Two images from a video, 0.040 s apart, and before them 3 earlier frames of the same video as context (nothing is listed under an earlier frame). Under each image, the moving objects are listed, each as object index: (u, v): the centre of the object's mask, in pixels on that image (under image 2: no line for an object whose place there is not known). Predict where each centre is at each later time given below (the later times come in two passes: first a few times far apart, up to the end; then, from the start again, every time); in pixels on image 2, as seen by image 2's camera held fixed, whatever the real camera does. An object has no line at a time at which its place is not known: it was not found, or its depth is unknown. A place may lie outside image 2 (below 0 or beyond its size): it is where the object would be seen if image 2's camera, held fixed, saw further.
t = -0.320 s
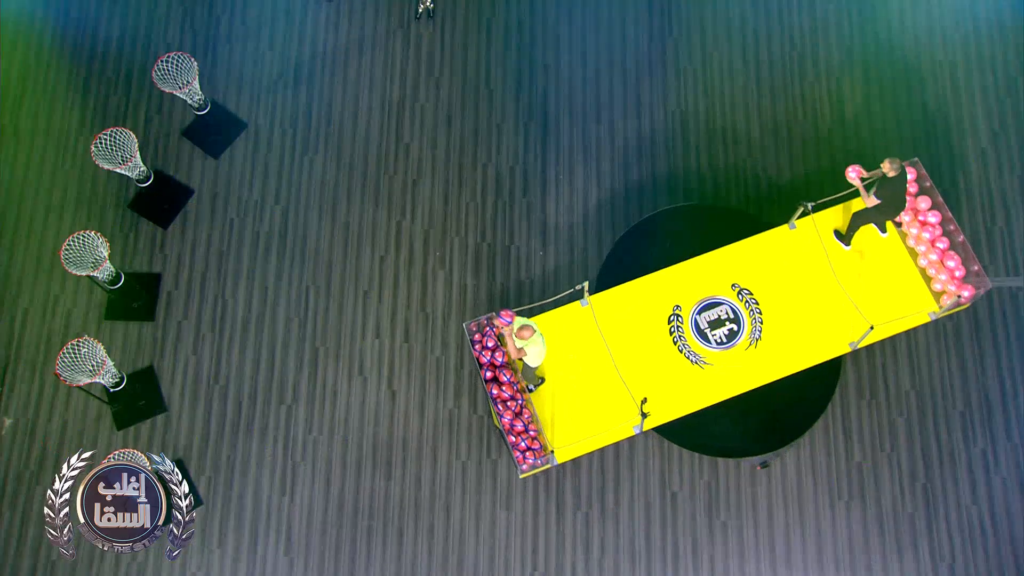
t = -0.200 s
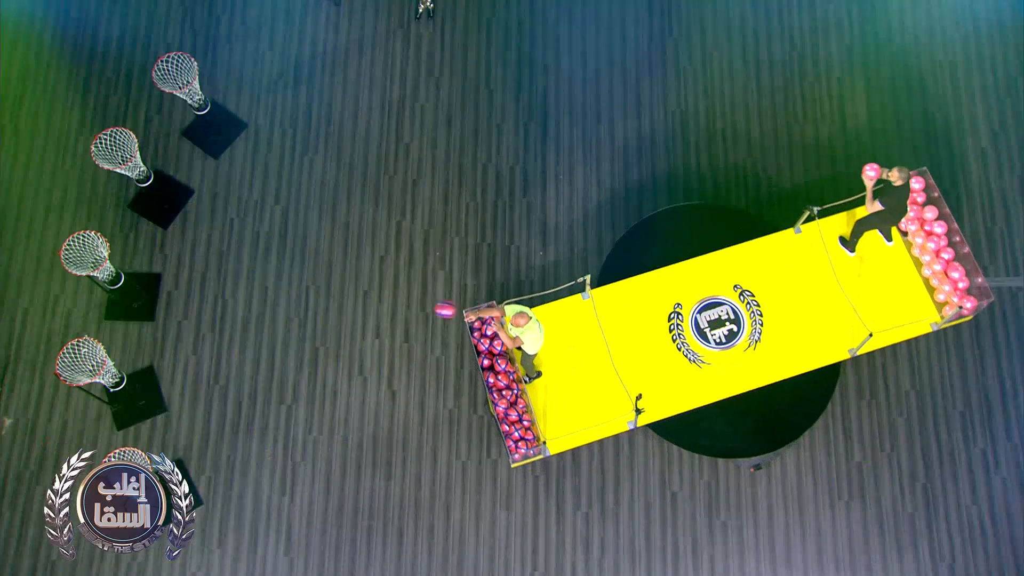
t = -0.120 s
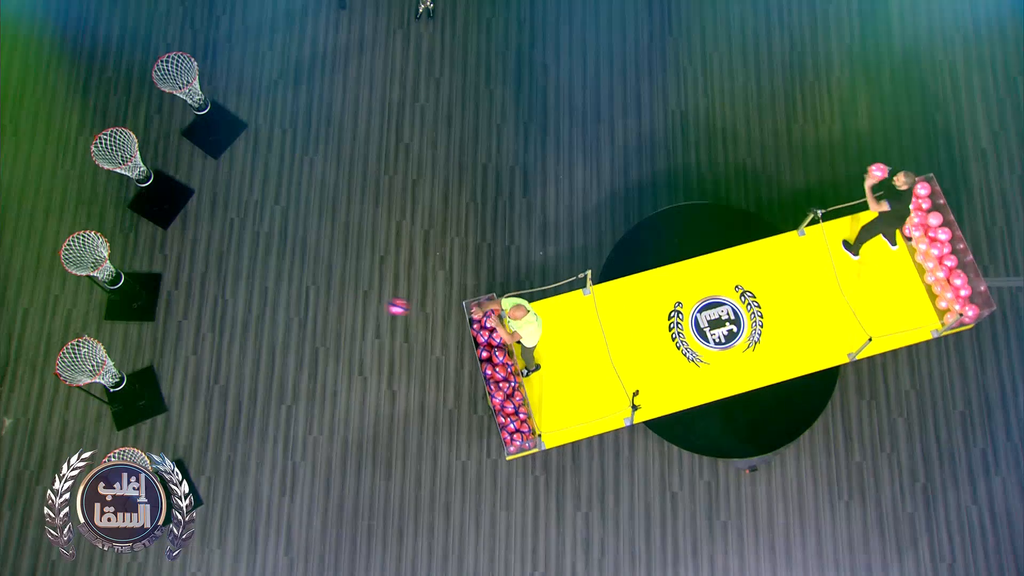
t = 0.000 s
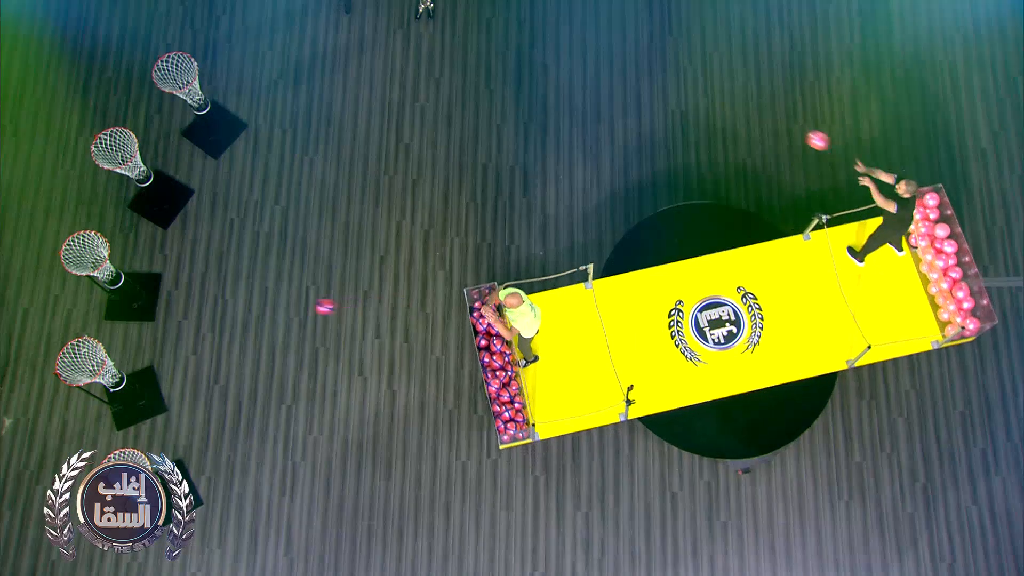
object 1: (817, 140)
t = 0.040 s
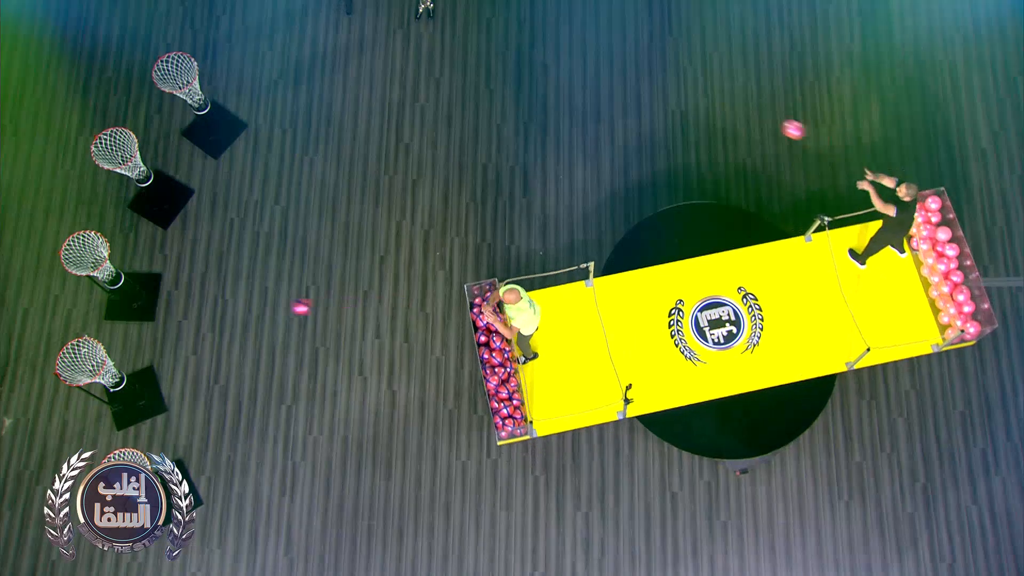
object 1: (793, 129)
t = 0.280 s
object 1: (639, 76)
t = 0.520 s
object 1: (482, 50)
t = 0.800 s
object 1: (325, 58)
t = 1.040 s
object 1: (227, 91)
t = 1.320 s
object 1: (155, 139)
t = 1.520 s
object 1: (75, 89)
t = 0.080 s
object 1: (768, 119)
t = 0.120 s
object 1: (743, 109)
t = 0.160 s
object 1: (718, 100)
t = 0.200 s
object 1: (691, 92)
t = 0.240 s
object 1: (666, 84)
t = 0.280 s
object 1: (639, 76)
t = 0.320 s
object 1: (612, 70)
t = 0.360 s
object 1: (586, 64)
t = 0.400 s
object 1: (559, 60)
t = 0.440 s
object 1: (533, 55)
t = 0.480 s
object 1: (507, 53)
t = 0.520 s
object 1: (482, 50)
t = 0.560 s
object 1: (457, 49)
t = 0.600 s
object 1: (433, 48)
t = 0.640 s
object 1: (410, 49)
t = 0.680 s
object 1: (387, 50)
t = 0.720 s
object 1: (366, 52)
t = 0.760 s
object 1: (345, 54)
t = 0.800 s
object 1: (325, 58)
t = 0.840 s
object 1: (306, 62)
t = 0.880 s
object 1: (288, 67)
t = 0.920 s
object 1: (271, 72)
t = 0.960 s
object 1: (256, 78)
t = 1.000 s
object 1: (240, 84)
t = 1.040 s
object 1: (227, 91)
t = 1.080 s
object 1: (214, 97)
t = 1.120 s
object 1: (202, 105)
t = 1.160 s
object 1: (190, 112)
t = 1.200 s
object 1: (181, 120)
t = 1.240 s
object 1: (172, 127)
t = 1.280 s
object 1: (163, 135)
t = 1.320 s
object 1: (155, 139)
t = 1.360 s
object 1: (139, 128)
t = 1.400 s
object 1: (123, 118)
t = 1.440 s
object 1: (107, 108)
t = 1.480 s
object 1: (91, 98)
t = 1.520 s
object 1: (75, 89)
